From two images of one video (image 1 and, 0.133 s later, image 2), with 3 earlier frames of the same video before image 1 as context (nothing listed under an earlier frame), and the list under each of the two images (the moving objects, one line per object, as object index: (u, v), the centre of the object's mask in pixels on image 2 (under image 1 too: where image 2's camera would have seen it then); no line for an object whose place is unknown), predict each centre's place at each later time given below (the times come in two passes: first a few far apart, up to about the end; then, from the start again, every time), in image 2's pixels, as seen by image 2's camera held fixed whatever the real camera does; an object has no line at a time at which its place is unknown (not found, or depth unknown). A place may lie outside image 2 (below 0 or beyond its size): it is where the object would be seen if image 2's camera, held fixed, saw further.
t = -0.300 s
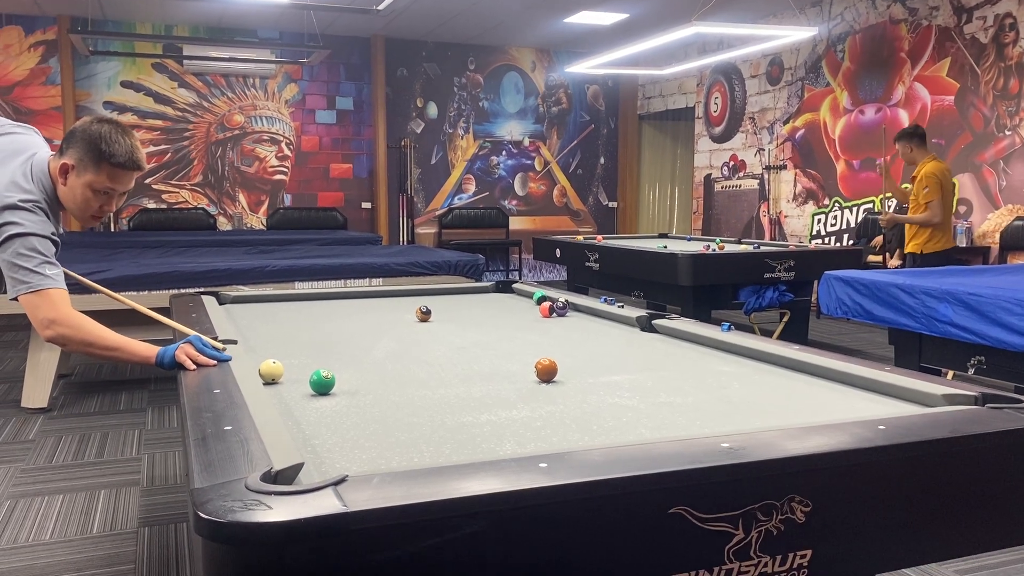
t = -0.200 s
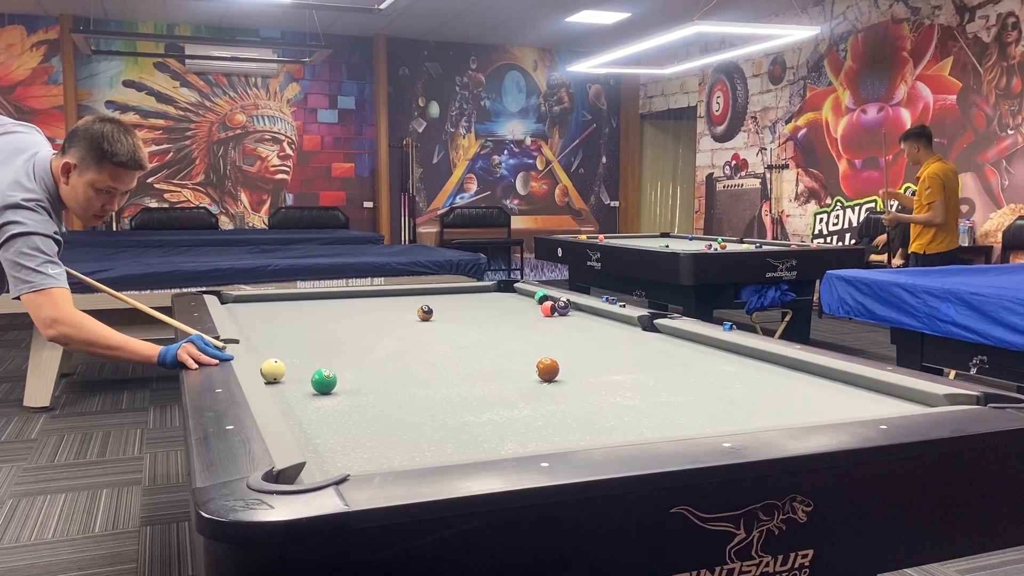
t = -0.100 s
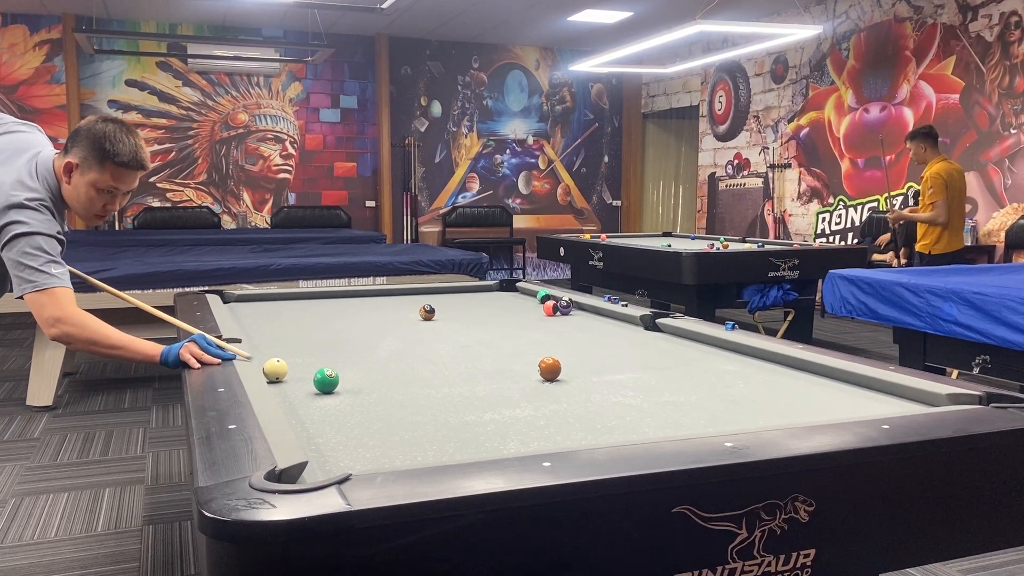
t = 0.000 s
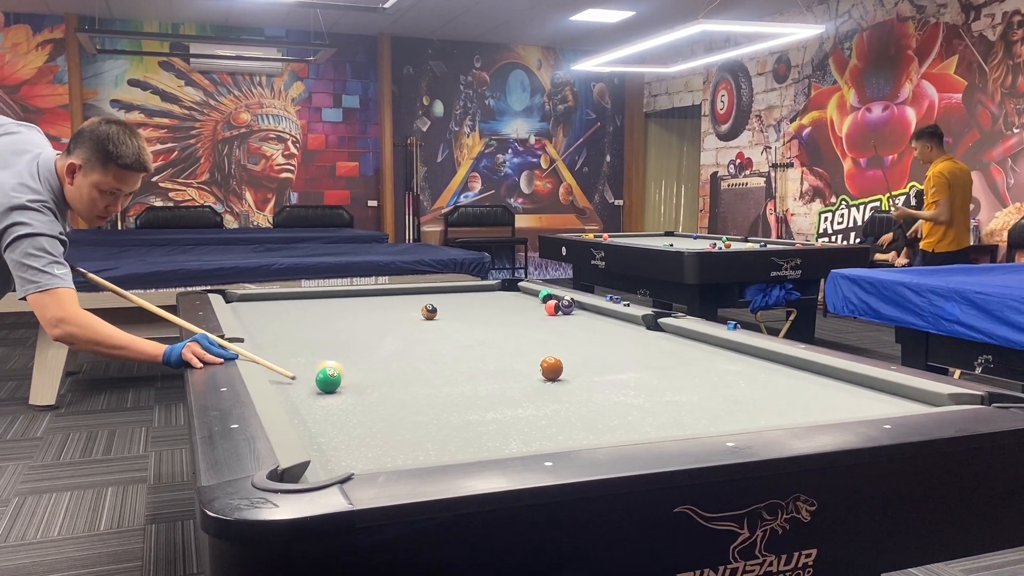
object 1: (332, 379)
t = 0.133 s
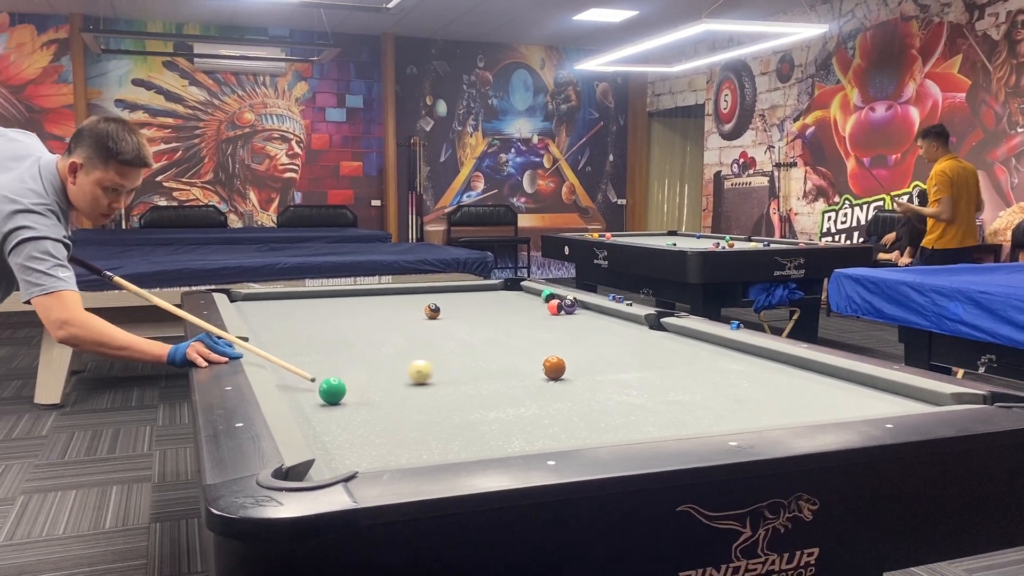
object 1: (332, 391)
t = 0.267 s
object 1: (332, 402)
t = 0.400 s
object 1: (332, 414)
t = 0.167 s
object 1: (332, 393)
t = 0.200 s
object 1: (332, 396)
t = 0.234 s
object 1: (332, 399)
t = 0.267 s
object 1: (332, 402)
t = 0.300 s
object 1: (332, 404)
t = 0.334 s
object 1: (332, 408)
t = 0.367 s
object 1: (332, 411)
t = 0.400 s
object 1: (332, 414)
